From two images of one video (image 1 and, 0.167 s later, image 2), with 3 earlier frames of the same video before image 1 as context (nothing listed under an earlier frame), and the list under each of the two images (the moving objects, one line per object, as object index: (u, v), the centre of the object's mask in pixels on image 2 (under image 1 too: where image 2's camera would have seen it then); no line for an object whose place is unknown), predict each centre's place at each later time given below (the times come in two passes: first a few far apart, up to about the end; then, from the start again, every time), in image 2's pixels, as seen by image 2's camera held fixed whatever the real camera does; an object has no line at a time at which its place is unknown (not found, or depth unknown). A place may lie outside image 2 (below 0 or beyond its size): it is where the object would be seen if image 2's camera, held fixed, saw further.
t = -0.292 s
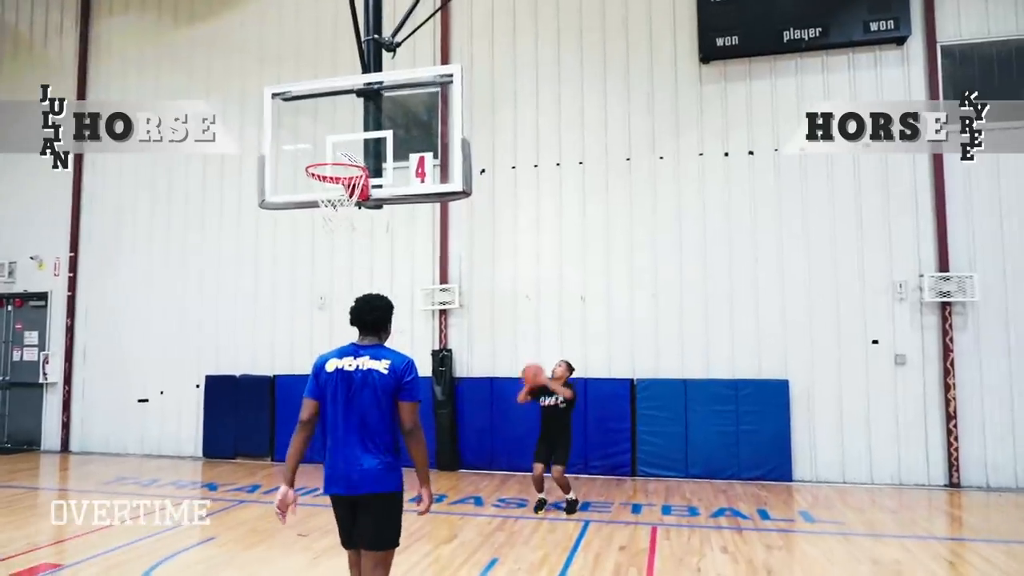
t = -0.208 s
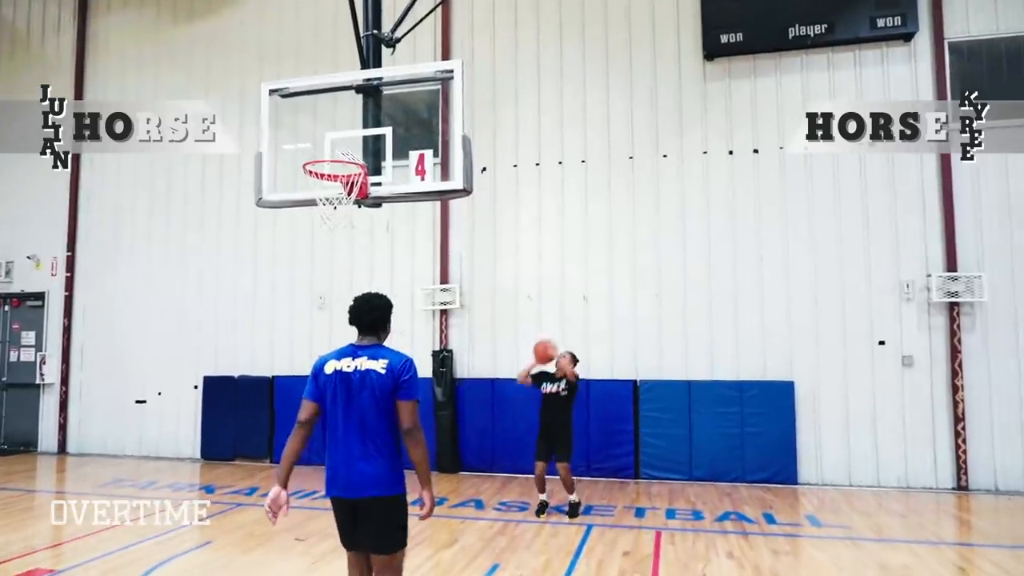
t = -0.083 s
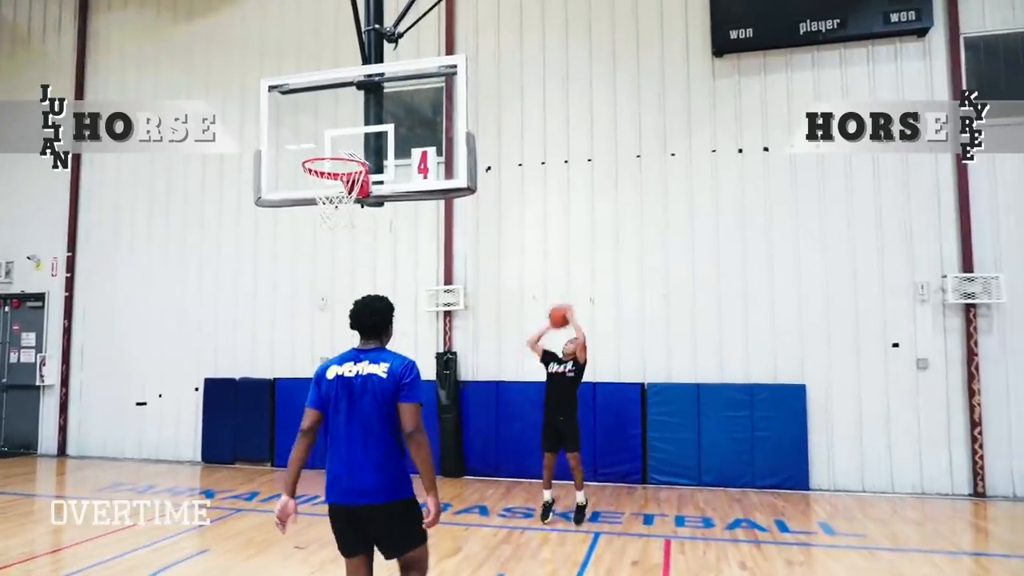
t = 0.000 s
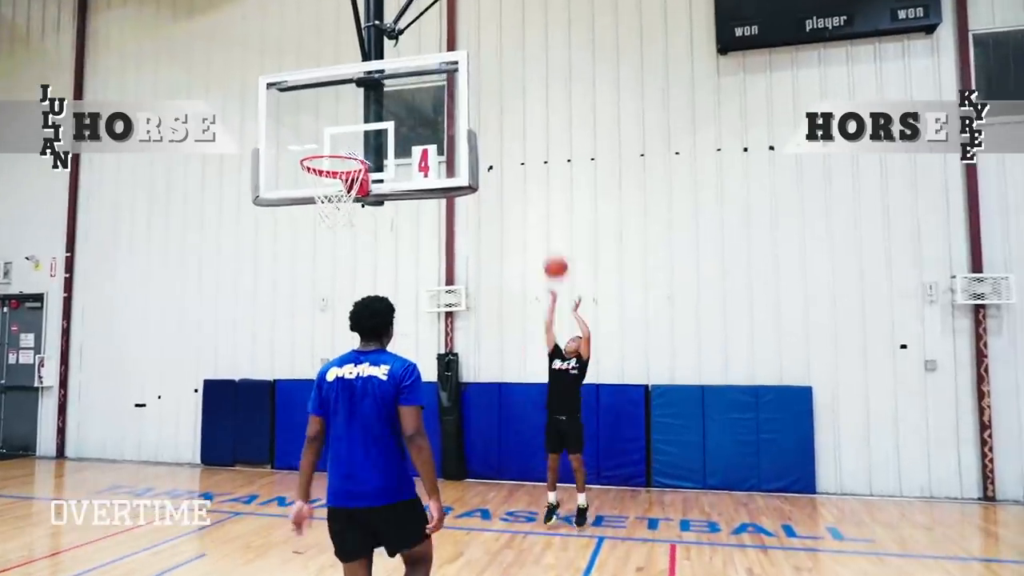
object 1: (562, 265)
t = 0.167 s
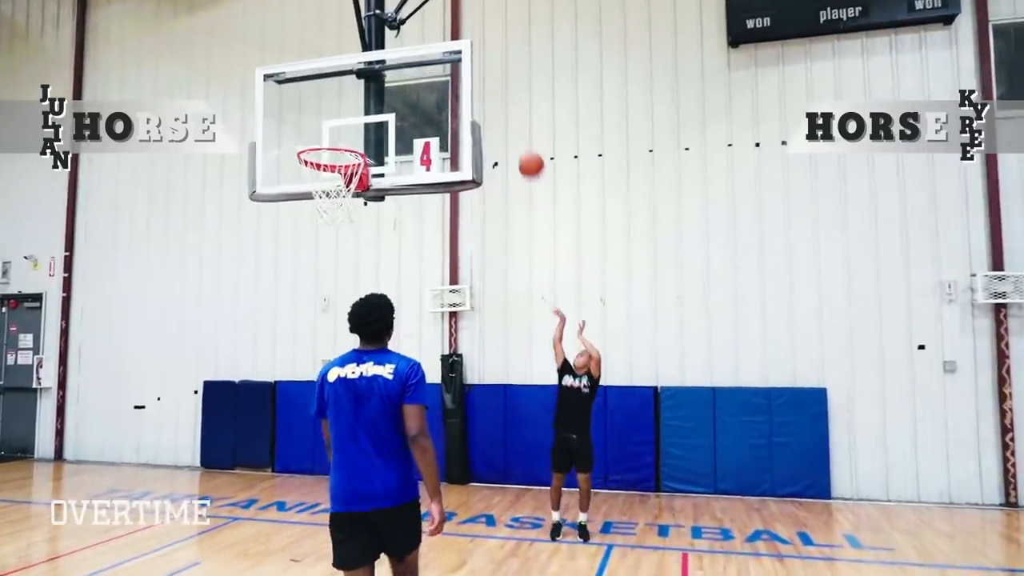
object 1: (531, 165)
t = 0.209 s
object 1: (522, 143)
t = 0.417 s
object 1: (483, 64)
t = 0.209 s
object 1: (522, 143)
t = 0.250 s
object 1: (514, 124)
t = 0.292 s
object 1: (506, 106)
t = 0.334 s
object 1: (498, 91)
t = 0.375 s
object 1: (489, 76)
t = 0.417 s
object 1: (483, 64)
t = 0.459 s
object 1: (478, 52)
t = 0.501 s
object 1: (467, 34)
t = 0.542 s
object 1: (454, 25)
